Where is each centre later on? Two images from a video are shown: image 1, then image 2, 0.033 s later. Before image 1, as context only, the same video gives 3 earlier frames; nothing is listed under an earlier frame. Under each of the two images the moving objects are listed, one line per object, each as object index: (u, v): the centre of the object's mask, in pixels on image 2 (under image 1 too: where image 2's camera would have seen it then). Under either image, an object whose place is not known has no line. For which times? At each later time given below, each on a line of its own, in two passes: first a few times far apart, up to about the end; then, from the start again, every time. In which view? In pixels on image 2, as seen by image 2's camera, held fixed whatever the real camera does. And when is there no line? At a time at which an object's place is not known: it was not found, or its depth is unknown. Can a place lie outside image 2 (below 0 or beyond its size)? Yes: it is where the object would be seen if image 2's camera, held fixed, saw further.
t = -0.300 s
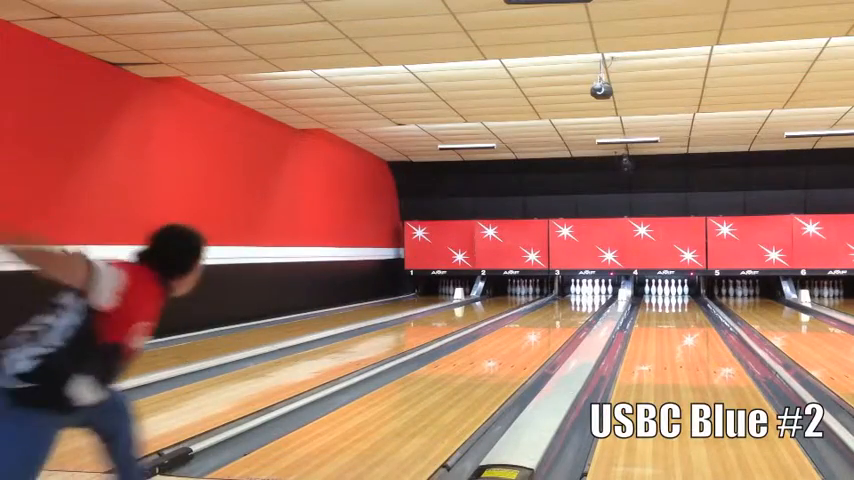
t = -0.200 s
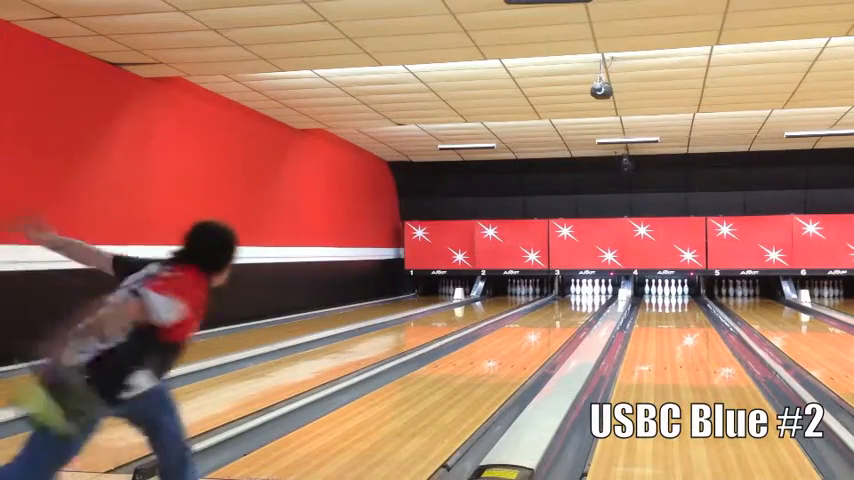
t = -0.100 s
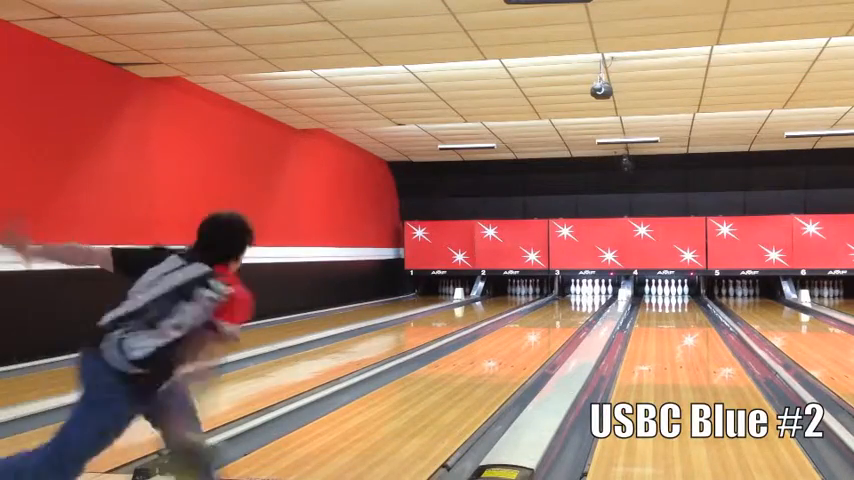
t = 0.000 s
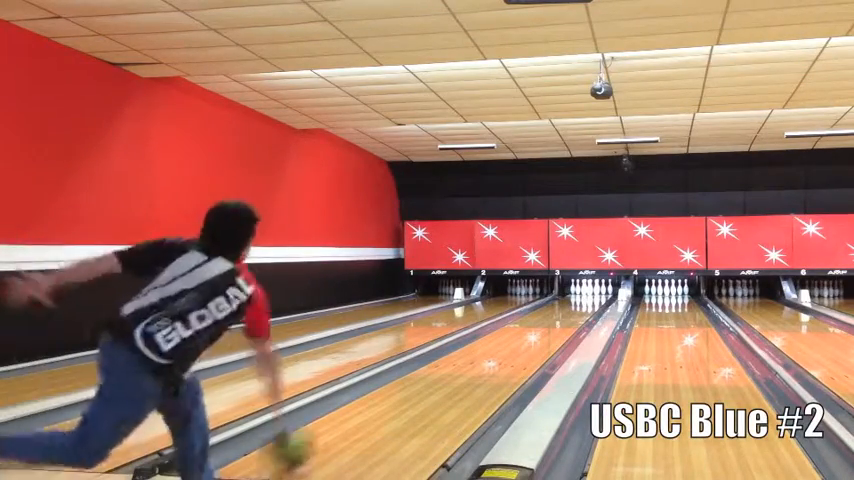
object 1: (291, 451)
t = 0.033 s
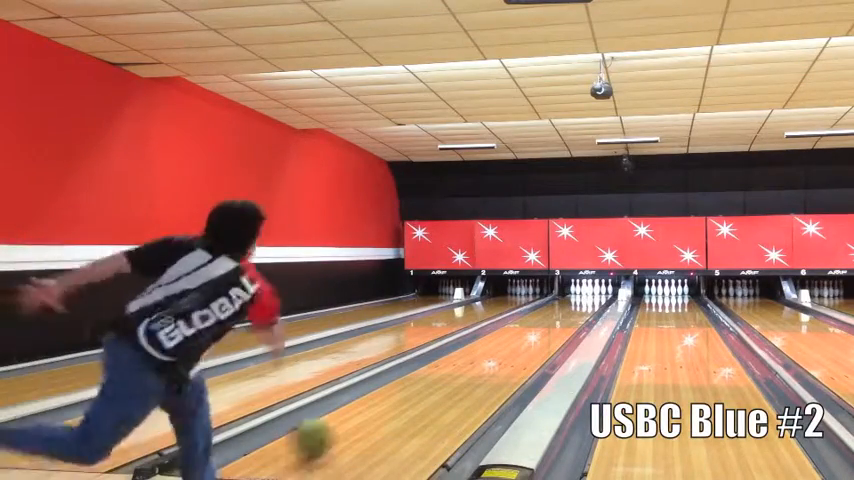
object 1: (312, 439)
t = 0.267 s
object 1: (419, 389)
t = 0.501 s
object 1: (480, 359)
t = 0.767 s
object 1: (522, 338)
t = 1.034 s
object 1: (550, 323)
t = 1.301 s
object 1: (570, 313)
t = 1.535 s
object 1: (580, 307)
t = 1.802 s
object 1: (590, 300)
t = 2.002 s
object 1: (594, 297)
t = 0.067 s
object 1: (331, 432)
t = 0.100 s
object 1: (349, 424)
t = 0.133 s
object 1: (368, 416)
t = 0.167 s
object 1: (383, 407)
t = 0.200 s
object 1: (397, 399)
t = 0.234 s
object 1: (408, 393)
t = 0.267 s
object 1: (419, 389)
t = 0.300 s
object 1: (429, 384)
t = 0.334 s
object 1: (439, 379)
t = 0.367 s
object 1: (449, 373)
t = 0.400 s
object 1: (457, 369)
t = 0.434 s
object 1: (466, 367)
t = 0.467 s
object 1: (472, 362)
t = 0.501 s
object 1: (480, 359)
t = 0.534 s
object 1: (486, 356)
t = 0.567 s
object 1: (493, 353)
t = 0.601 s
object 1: (498, 351)
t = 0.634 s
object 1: (503, 348)
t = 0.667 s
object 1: (507, 344)
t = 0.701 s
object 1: (515, 342)
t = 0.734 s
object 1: (519, 339)
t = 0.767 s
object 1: (522, 338)
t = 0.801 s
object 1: (527, 335)
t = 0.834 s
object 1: (531, 335)
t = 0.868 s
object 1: (535, 333)
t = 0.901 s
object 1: (537, 330)
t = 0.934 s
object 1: (541, 328)
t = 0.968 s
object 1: (544, 328)
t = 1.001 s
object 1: (548, 326)
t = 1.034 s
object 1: (550, 323)
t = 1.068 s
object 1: (554, 320)
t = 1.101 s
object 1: (557, 320)
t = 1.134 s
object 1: (559, 320)
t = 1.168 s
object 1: (561, 317)
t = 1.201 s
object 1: (562, 316)
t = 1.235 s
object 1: (564, 315)
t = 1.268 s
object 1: (567, 314)
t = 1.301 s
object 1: (570, 313)
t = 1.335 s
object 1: (571, 312)
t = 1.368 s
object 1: (573, 310)
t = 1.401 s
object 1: (573, 310)
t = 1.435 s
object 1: (577, 311)
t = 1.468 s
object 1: (579, 309)
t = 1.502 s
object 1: (579, 308)
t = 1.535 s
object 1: (580, 307)
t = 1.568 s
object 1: (582, 306)
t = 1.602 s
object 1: (586, 305)
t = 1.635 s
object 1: (587, 302)
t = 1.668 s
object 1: (588, 303)
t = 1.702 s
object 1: (588, 302)
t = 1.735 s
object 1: (588, 302)
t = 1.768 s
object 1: (590, 300)
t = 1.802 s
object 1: (590, 300)
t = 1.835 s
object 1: (590, 299)
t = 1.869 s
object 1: (592, 298)
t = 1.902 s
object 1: (593, 299)
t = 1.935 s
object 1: (593, 298)
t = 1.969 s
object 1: (593, 297)
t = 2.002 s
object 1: (594, 297)
